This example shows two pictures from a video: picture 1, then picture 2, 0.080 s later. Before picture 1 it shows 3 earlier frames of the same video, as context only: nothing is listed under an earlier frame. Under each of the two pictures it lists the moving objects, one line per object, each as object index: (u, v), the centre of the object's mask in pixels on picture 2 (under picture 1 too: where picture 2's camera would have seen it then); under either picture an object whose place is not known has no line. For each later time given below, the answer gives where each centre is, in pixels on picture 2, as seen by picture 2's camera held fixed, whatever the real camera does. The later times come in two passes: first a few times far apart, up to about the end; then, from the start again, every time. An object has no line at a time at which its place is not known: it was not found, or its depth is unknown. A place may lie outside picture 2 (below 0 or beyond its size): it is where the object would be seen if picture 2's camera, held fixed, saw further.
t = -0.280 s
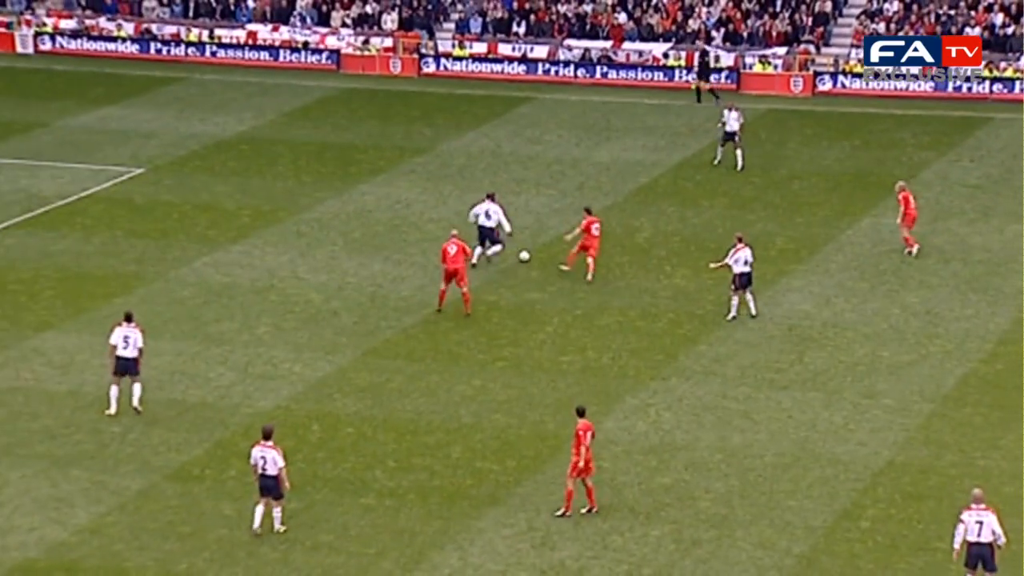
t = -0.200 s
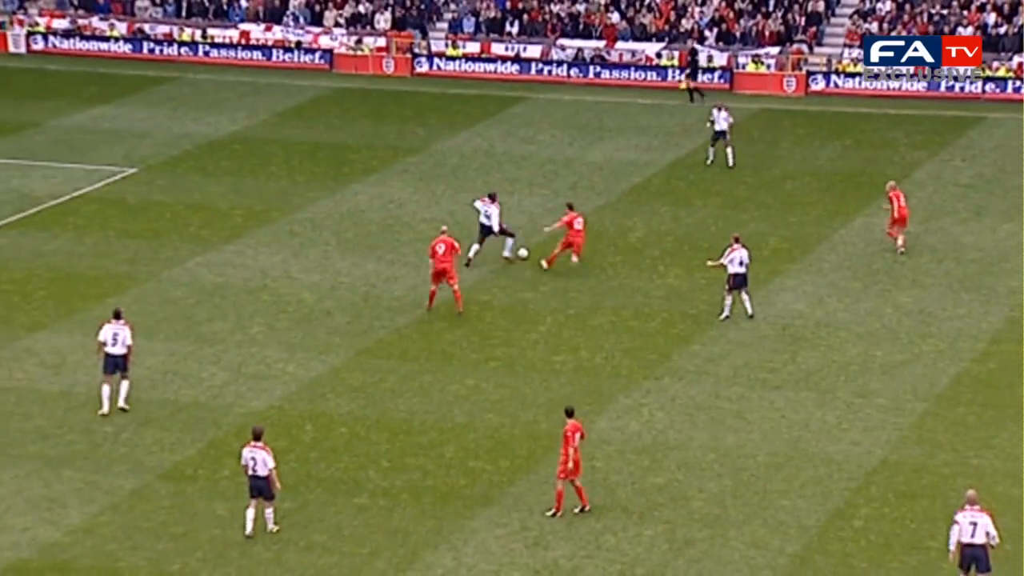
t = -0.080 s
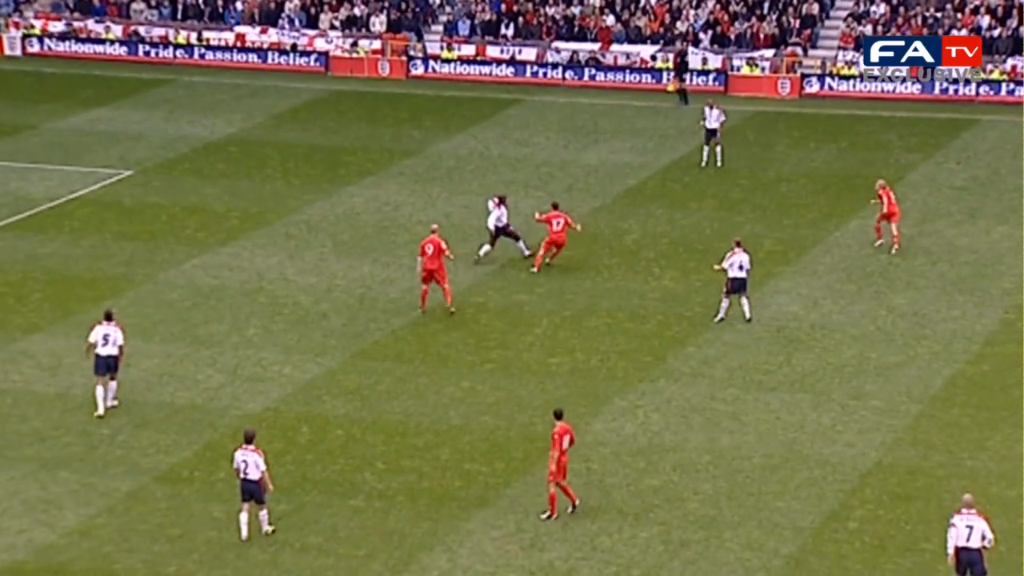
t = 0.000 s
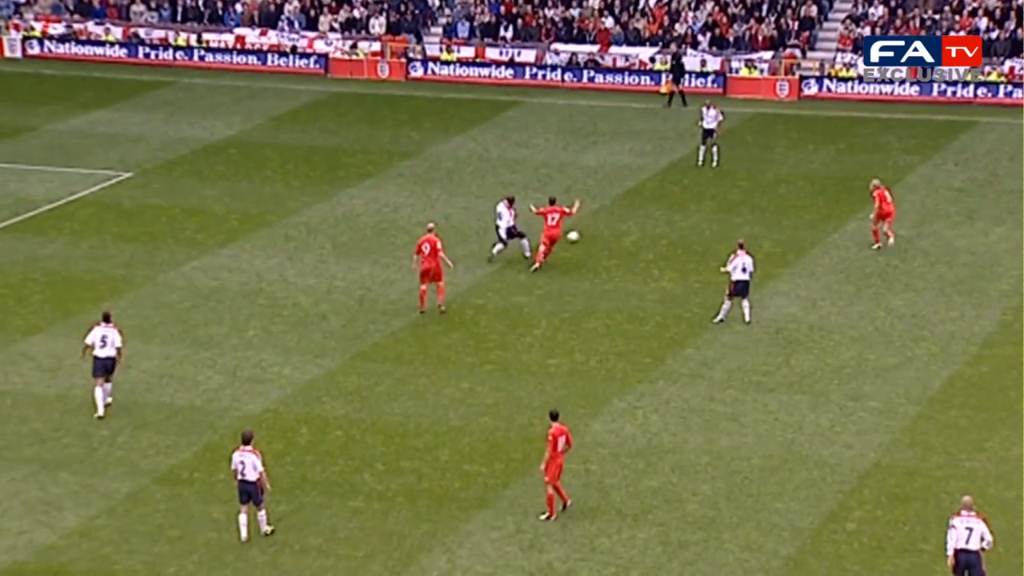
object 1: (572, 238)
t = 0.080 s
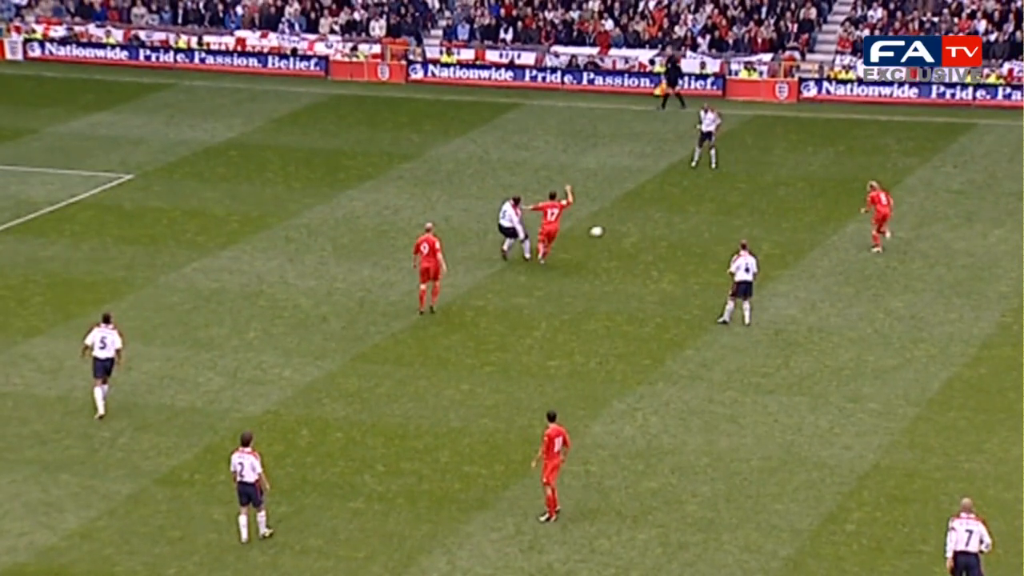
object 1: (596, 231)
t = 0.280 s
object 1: (644, 209)
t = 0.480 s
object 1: (683, 192)
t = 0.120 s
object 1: (606, 225)
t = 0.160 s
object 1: (616, 219)
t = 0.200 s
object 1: (626, 216)
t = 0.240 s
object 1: (635, 212)
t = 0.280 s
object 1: (644, 209)
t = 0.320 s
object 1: (653, 207)
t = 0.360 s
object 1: (661, 204)
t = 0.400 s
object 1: (669, 199)
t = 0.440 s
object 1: (676, 195)
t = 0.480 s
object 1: (683, 192)
